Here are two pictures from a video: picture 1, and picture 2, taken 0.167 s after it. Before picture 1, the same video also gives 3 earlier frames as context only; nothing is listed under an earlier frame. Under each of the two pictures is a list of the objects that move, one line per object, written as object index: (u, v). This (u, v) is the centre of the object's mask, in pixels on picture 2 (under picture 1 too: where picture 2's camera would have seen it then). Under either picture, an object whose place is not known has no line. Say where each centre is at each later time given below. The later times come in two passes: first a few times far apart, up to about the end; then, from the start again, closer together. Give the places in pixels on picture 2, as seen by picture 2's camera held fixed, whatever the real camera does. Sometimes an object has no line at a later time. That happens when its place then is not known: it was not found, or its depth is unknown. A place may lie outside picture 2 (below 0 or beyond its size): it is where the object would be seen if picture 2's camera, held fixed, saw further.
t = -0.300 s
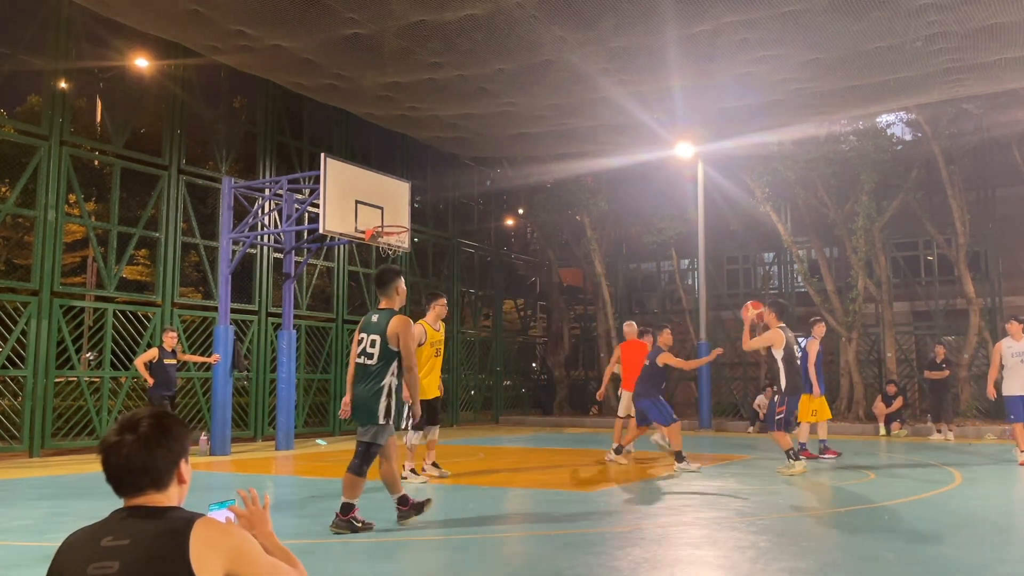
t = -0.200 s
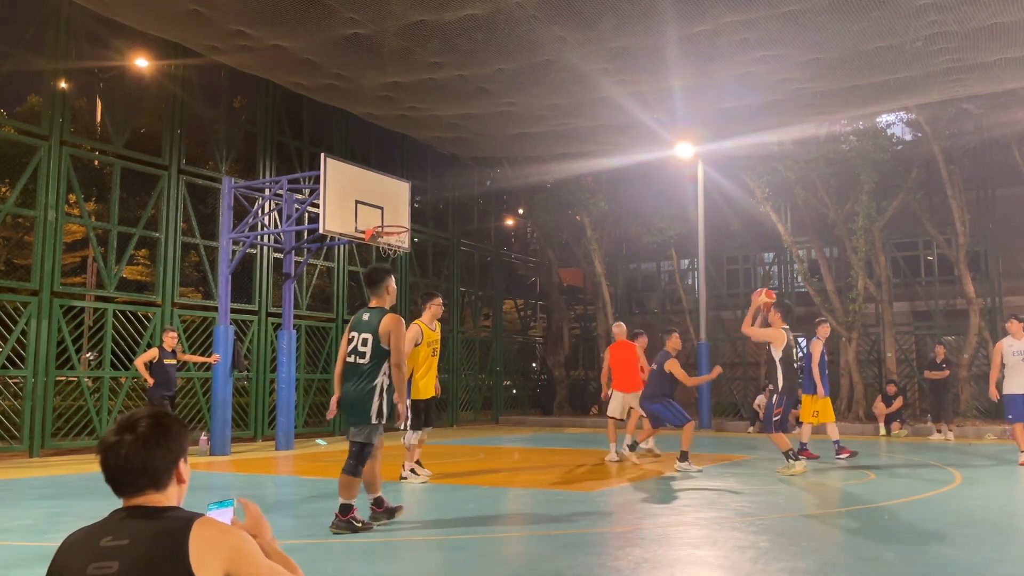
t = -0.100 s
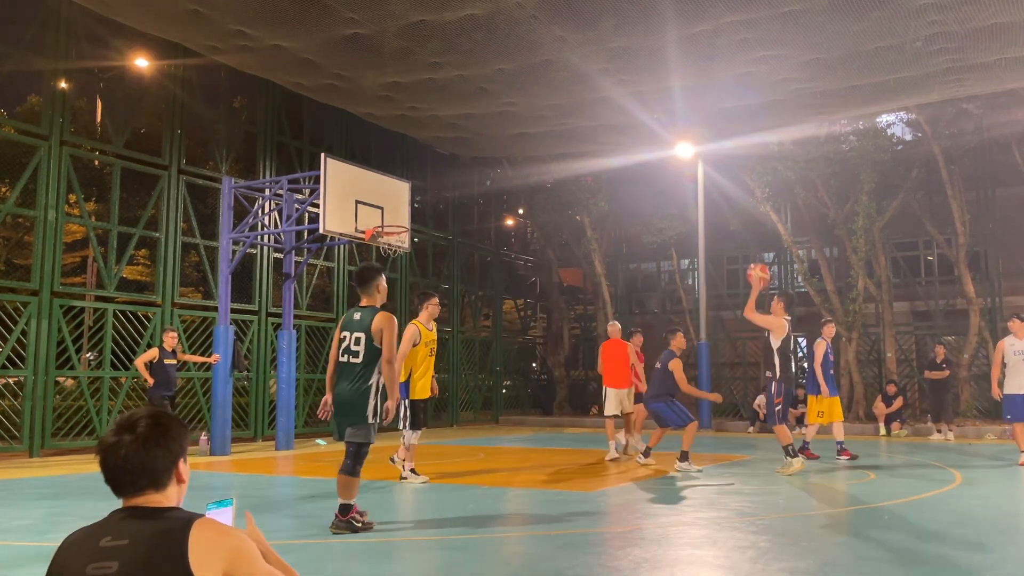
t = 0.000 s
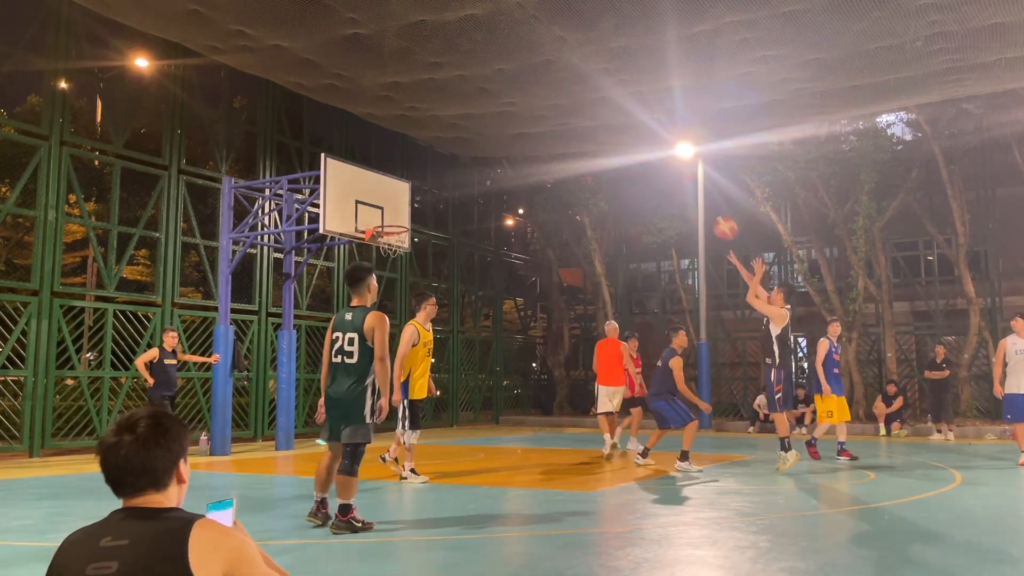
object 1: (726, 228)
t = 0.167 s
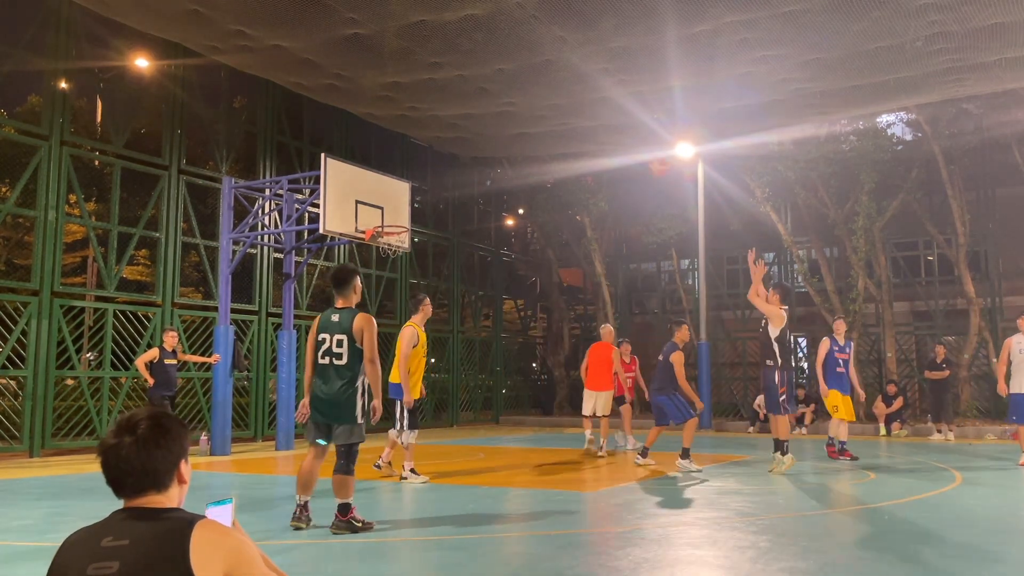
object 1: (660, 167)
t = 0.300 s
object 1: (611, 135)
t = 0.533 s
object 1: (534, 118)
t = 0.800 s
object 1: (454, 148)
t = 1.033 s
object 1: (390, 213)
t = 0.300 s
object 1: (611, 135)
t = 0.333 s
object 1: (600, 130)
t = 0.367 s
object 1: (589, 126)
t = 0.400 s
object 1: (577, 123)
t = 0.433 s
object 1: (566, 120)
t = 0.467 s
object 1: (556, 118)
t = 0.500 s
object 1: (545, 118)
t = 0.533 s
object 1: (534, 118)
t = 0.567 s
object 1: (524, 119)
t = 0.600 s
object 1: (514, 121)
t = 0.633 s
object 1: (503, 123)
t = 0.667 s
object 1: (493, 127)
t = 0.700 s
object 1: (483, 131)
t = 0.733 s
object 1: (474, 136)
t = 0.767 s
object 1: (464, 142)
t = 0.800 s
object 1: (454, 148)
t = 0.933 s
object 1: (417, 181)
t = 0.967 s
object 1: (408, 191)
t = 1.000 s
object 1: (399, 202)
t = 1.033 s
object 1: (390, 213)
